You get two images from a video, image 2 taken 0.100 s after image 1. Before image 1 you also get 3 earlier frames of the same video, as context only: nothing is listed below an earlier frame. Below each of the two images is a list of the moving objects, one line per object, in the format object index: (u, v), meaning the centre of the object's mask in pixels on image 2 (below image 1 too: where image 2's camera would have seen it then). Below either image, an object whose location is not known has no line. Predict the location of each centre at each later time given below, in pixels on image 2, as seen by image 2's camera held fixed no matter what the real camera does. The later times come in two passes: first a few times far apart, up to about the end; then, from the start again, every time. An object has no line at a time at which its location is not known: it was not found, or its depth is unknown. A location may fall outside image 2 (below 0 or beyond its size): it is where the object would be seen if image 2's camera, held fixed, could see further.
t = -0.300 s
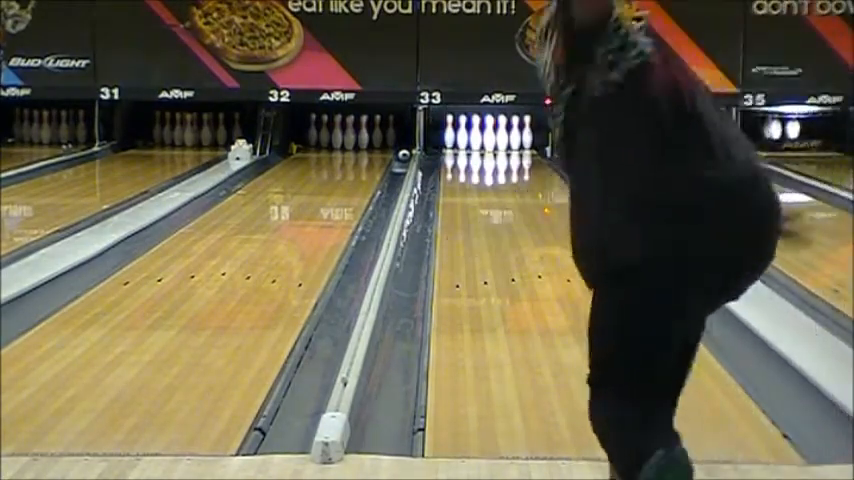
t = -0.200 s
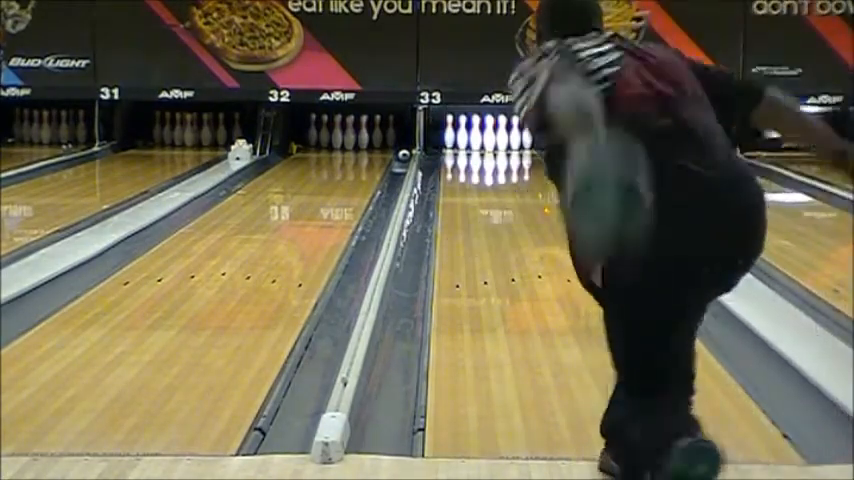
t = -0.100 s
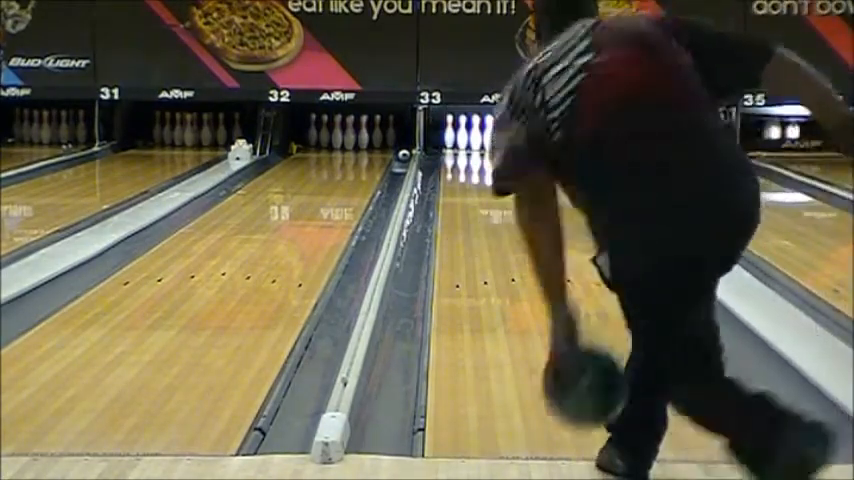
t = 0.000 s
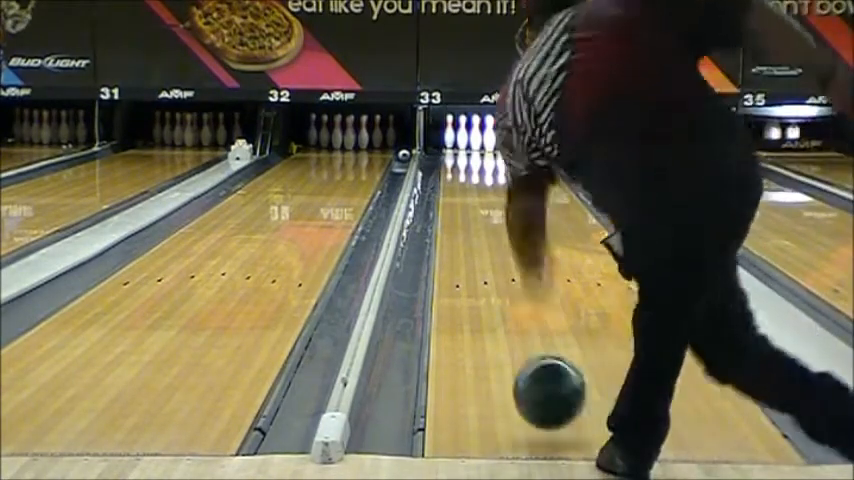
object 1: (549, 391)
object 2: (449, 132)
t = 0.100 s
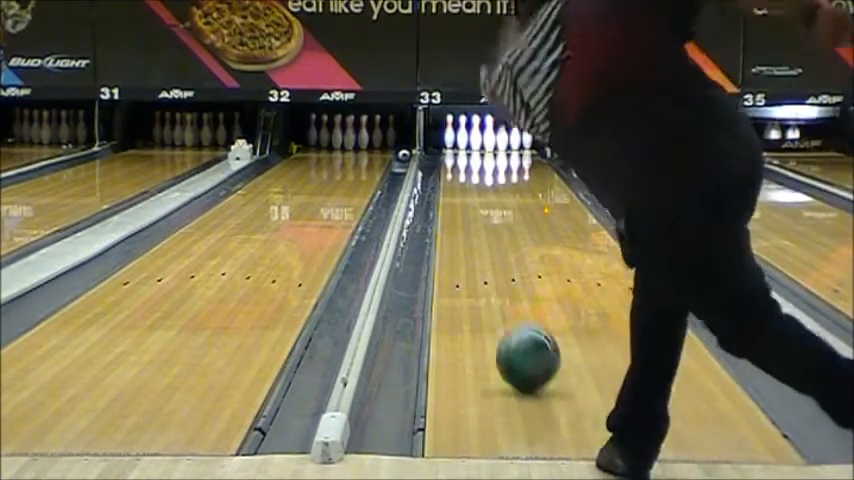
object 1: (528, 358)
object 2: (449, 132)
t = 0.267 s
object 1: (503, 305)
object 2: (449, 132)
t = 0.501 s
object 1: (481, 256)
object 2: (450, 132)
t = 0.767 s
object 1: (467, 218)
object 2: (450, 132)
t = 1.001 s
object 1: (460, 196)
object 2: (450, 132)
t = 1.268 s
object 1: (457, 177)
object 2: (450, 132)
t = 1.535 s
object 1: (458, 163)
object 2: (450, 132)
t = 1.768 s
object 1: (463, 155)
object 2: (450, 139)
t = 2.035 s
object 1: (476, 149)
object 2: (449, 132)
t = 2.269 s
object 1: (485, 141)
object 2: (450, 132)
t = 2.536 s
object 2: (438, 140)
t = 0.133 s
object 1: (522, 345)
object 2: (449, 132)
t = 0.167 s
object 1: (517, 335)
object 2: (449, 132)
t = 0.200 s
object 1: (512, 325)
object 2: (449, 132)
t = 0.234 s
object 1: (507, 315)
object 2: (449, 132)
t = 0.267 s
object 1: (503, 305)
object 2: (449, 132)
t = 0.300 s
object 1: (499, 297)
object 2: (449, 132)
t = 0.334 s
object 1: (496, 289)
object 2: (449, 132)
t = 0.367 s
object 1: (492, 281)
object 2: (449, 132)
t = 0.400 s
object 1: (489, 274)
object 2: (450, 132)
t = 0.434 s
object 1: (486, 268)
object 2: (449, 142)
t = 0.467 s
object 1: (484, 262)
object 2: (450, 132)
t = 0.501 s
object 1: (481, 256)
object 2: (450, 132)
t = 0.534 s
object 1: (478, 251)
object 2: (449, 132)
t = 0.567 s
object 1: (477, 245)
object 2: (450, 132)
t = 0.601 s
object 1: (474, 239)
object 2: (449, 132)
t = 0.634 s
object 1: (472, 236)
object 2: (450, 132)
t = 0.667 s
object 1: (472, 230)
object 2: (449, 132)
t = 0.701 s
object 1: (470, 226)
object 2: (450, 132)
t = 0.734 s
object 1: (468, 222)
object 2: (450, 132)
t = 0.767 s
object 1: (467, 218)
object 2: (450, 132)
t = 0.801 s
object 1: (465, 215)
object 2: (449, 132)
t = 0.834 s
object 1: (464, 212)
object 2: (450, 132)
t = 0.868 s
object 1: (464, 209)
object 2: (450, 132)
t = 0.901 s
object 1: (463, 206)
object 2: (450, 132)
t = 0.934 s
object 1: (462, 201)
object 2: (449, 132)
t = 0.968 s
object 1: (461, 199)
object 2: (450, 132)
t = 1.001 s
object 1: (460, 196)
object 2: (450, 132)
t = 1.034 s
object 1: (460, 194)
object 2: (449, 132)
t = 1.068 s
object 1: (459, 190)
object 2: (450, 132)
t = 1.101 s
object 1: (458, 188)
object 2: (449, 132)
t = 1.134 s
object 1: (458, 185)
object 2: (450, 132)
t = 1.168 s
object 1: (458, 184)
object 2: (450, 132)
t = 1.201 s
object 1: (457, 181)
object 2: (449, 132)
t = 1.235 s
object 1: (457, 179)
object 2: (449, 132)
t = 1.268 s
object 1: (457, 177)
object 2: (450, 132)
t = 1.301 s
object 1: (457, 175)
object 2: (450, 132)
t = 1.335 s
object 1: (457, 173)
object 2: (450, 132)
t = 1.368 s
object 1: (456, 171)
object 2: (449, 132)
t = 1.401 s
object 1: (456, 169)
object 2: (449, 132)
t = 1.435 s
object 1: (457, 168)
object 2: (450, 132)
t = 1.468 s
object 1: (457, 166)
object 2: (450, 132)
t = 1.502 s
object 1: (457, 164)
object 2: (450, 132)
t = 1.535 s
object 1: (458, 163)
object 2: (450, 132)
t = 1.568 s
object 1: (458, 162)
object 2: (450, 132)
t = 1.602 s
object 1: (458, 161)
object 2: (449, 132)
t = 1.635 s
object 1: (460, 160)
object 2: (450, 132)
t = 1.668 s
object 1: (457, 157)
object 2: (450, 132)
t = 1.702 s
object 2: (448, 127)
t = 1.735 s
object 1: (463, 156)
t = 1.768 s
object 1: (463, 155)
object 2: (450, 139)
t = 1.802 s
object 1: (464, 153)
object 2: (450, 132)
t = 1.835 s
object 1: (466, 152)
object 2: (450, 132)
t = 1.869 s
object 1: (468, 151)
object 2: (450, 132)
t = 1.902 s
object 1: (469, 150)
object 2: (449, 132)
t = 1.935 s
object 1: (471, 149)
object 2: (450, 132)
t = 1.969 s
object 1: (472, 148)
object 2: (449, 132)
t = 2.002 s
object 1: (474, 149)
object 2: (449, 132)
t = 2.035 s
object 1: (476, 149)
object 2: (449, 132)
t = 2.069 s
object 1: (478, 146)
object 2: (450, 132)
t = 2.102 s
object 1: (480, 145)
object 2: (450, 132)
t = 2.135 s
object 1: (481, 144)
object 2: (449, 132)
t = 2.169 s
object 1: (483, 144)
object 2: (449, 132)
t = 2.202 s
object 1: (485, 144)
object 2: (450, 132)
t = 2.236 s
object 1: (486, 142)
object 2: (449, 132)
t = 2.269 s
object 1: (485, 141)
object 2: (450, 132)
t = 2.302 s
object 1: (487, 141)
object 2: (448, 131)
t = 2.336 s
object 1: (486, 140)
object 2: (450, 131)
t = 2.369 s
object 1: (485, 140)
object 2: (449, 131)
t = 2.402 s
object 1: (487, 140)
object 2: (448, 134)
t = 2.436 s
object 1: (487, 139)
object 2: (446, 135)
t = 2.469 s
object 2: (444, 135)
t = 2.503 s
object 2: (439, 138)
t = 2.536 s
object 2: (438, 140)
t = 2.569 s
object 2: (440, 142)
